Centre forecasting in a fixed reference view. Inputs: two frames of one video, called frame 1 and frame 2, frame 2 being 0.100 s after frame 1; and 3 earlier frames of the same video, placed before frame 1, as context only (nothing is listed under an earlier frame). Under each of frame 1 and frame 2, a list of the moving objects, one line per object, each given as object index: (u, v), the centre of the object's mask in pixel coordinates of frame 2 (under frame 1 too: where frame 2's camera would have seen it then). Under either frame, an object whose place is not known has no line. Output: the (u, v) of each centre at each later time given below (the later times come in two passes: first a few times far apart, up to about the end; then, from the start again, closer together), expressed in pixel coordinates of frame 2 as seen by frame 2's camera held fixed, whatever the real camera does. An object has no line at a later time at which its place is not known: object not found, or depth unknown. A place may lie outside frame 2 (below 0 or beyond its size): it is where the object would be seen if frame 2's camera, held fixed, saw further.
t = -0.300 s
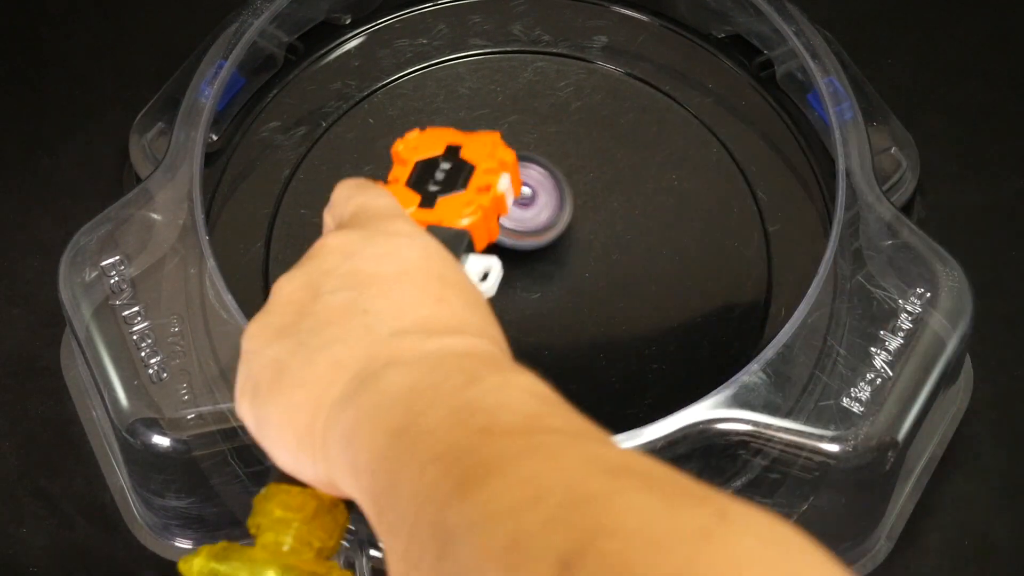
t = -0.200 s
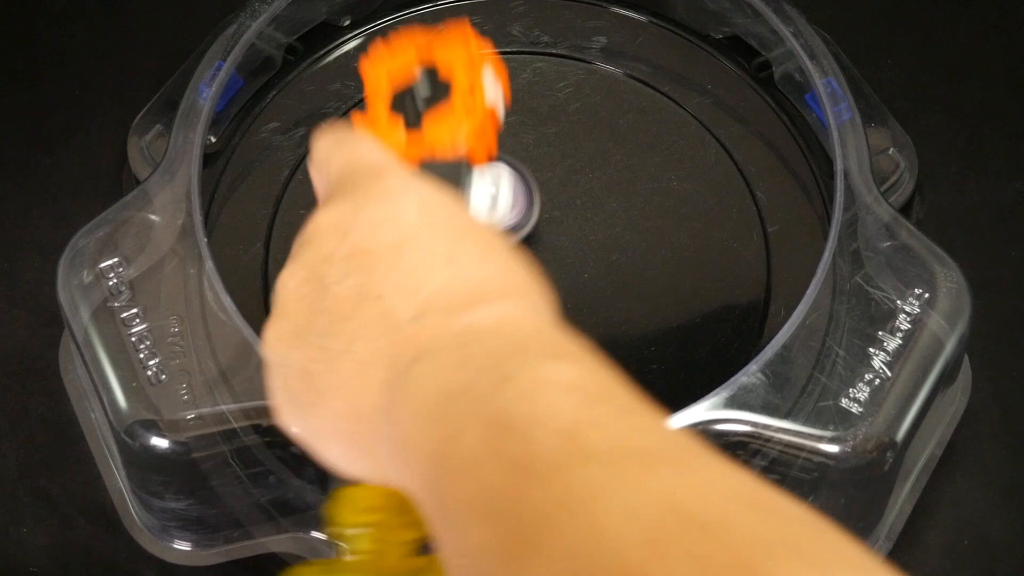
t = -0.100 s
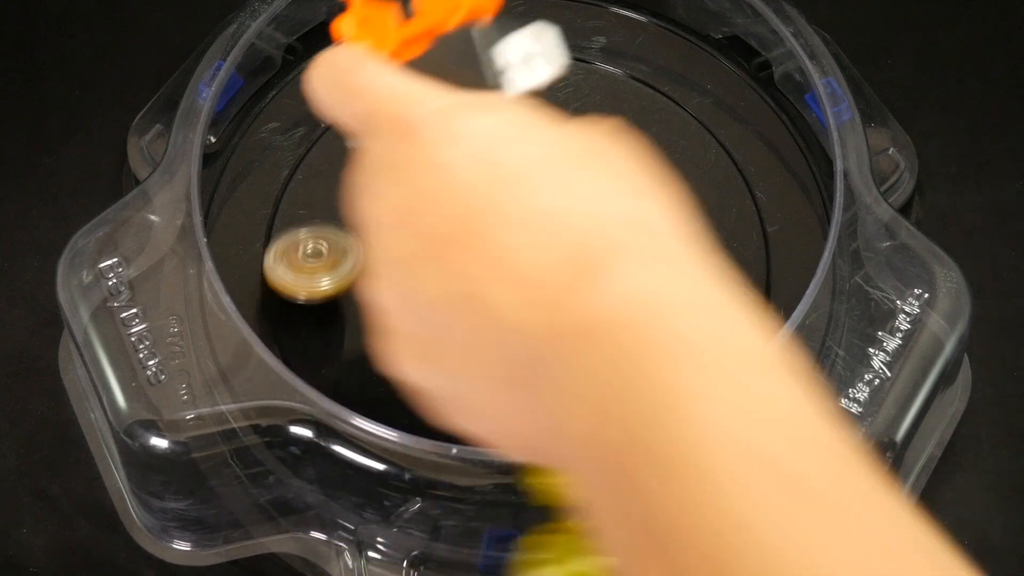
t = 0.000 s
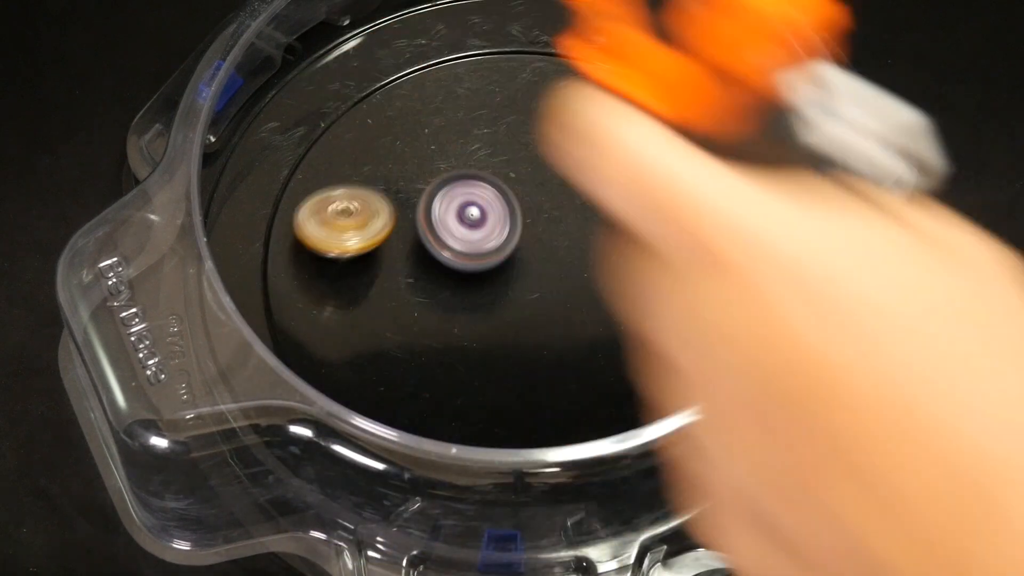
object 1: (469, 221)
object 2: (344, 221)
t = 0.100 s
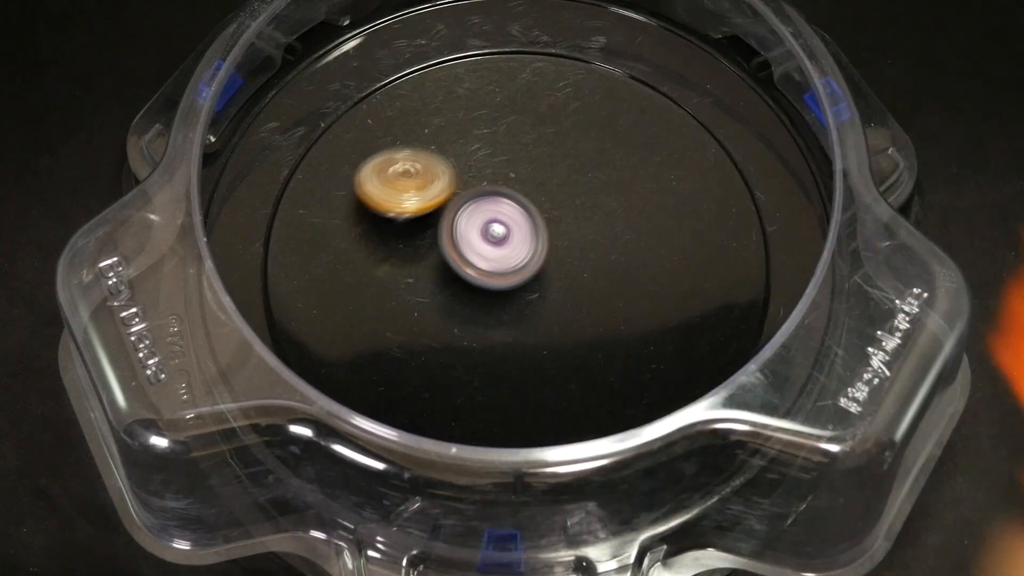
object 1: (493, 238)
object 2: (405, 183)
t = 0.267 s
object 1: (568, 265)
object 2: (532, 151)
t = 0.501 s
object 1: (566, 375)
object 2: (694, 79)
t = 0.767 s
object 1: (440, 392)
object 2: (554, 92)
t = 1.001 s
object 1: (461, 392)
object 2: (406, 44)
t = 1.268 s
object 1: (593, 391)
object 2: (618, 100)
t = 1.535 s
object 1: (473, 180)
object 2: (906, 340)
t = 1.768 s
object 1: (312, 128)
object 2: (793, 539)
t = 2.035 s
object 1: (416, 300)
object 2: (932, 398)
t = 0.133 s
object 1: (507, 245)
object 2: (427, 172)
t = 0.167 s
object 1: (523, 251)
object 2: (453, 163)
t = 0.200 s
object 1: (538, 257)
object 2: (479, 156)
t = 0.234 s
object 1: (554, 262)
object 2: (506, 153)
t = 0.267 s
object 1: (568, 265)
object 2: (532, 151)
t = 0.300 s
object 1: (581, 268)
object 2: (557, 153)
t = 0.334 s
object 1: (593, 268)
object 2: (581, 157)
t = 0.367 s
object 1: (603, 268)
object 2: (602, 164)
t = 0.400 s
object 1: (611, 266)
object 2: (620, 173)
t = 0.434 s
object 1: (606, 286)
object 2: (642, 163)
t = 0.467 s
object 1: (588, 333)
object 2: (672, 119)
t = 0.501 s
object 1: (566, 375)
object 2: (694, 79)
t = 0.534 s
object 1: (544, 402)
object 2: (695, 49)
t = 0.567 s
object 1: (520, 436)
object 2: (696, 32)
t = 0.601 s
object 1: (497, 468)
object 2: (681, 36)
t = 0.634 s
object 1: (478, 464)
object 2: (661, 37)
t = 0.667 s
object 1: (464, 456)
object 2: (638, 41)
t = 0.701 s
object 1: (451, 439)
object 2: (613, 59)
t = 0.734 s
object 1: (443, 418)
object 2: (584, 70)
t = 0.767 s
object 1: (440, 392)
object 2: (554, 92)
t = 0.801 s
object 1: (436, 371)
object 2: (523, 113)
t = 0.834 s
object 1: (439, 340)
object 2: (490, 138)
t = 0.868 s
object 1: (443, 309)
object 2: (459, 164)
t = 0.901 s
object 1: (450, 286)
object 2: (432, 187)
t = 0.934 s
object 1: (450, 323)
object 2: (419, 142)
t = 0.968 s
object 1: (454, 362)
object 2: (410, 90)
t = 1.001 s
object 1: (461, 392)
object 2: (406, 44)
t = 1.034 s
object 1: (474, 409)
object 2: (410, 20)
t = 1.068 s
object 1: (487, 449)
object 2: (438, 17)
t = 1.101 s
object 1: (503, 464)
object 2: (470, 20)
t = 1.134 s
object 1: (521, 464)
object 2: (499, 26)
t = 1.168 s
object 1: (540, 449)
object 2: (529, 35)
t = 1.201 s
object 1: (561, 430)
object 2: (557, 48)
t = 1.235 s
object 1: (577, 405)
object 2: (588, 72)
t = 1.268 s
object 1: (593, 391)
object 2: (618, 100)
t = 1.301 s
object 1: (606, 368)
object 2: (644, 129)
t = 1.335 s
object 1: (617, 339)
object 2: (669, 162)
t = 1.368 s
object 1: (622, 308)
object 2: (689, 196)
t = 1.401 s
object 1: (619, 277)
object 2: (710, 229)
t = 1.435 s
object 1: (584, 252)
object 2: (759, 244)
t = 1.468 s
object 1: (547, 226)
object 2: (811, 271)
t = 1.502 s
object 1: (510, 203)
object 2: (861, 306)
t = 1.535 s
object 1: (473, 180)
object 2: (906, 340)
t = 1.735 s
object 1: (317, 119)
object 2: (787, 519)
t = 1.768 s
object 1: (312, 128)
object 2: (793, 539)
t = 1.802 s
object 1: (311, 142)
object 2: (814, 544)
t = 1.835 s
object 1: (314, 159)
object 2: (840, 542)
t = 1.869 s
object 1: (320, 179)
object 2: (859, 537)
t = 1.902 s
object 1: (332, 199)
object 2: (869, 515)
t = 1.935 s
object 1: (346, 225)
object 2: (879, 487)
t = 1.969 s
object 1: (365, 247)
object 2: (893, 457)
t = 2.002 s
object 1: (388, 275)
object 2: (916, 425)
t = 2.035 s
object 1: (416, 300)
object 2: (932, 398)
